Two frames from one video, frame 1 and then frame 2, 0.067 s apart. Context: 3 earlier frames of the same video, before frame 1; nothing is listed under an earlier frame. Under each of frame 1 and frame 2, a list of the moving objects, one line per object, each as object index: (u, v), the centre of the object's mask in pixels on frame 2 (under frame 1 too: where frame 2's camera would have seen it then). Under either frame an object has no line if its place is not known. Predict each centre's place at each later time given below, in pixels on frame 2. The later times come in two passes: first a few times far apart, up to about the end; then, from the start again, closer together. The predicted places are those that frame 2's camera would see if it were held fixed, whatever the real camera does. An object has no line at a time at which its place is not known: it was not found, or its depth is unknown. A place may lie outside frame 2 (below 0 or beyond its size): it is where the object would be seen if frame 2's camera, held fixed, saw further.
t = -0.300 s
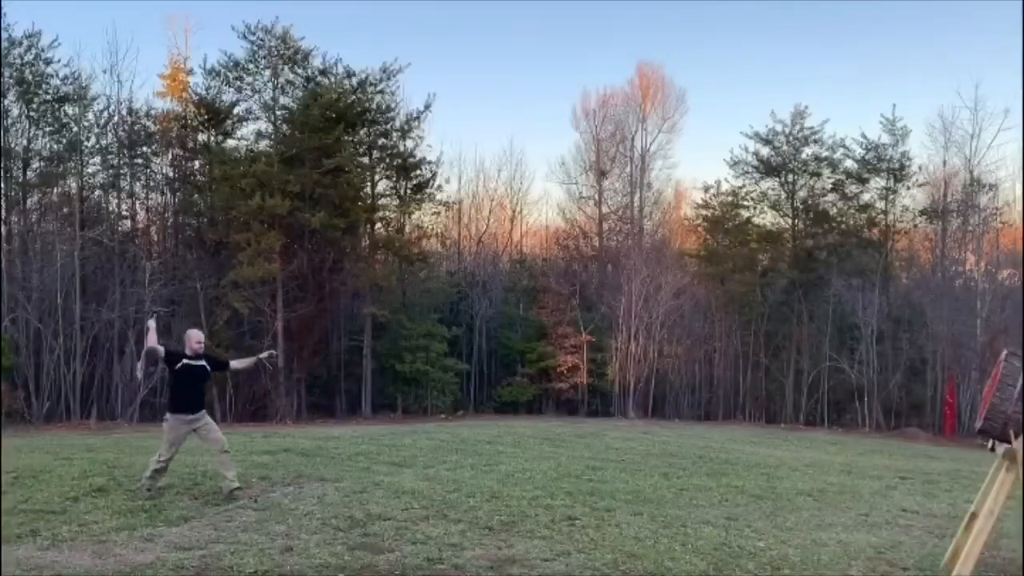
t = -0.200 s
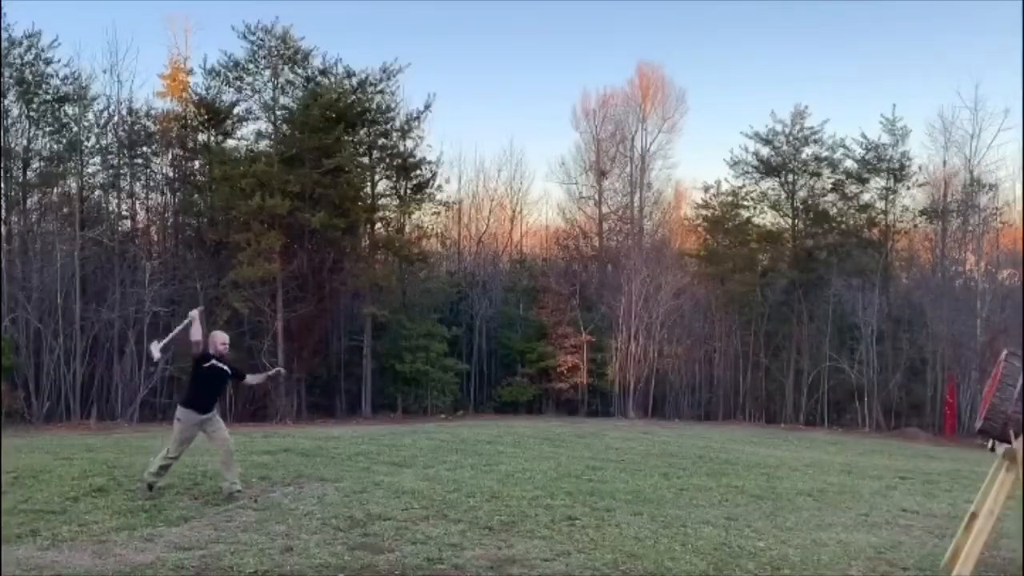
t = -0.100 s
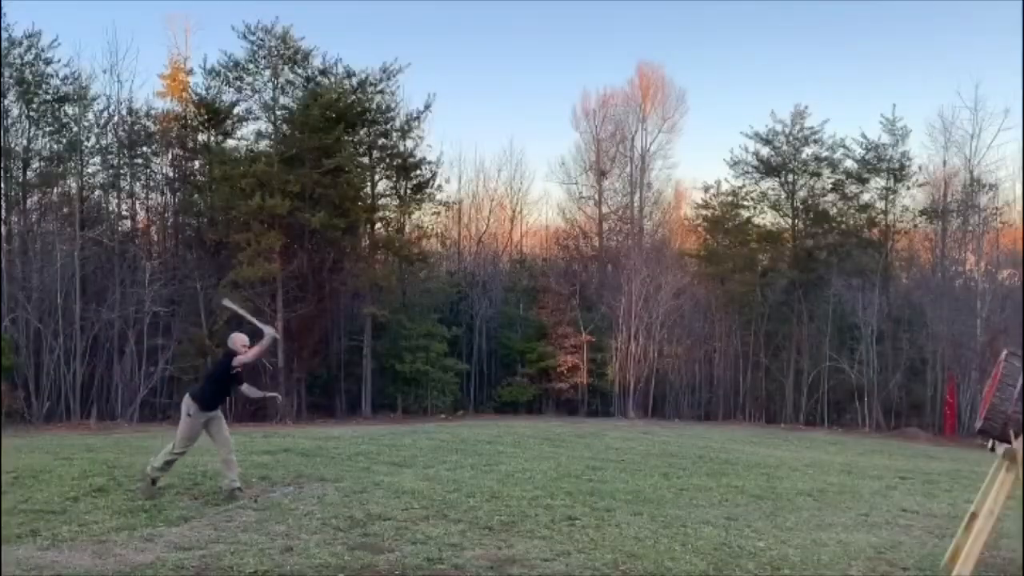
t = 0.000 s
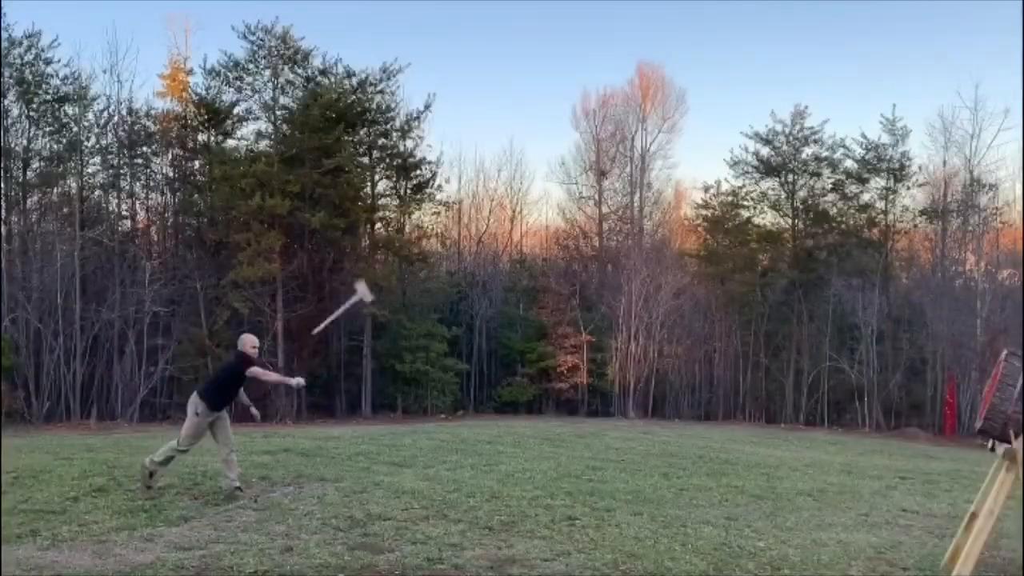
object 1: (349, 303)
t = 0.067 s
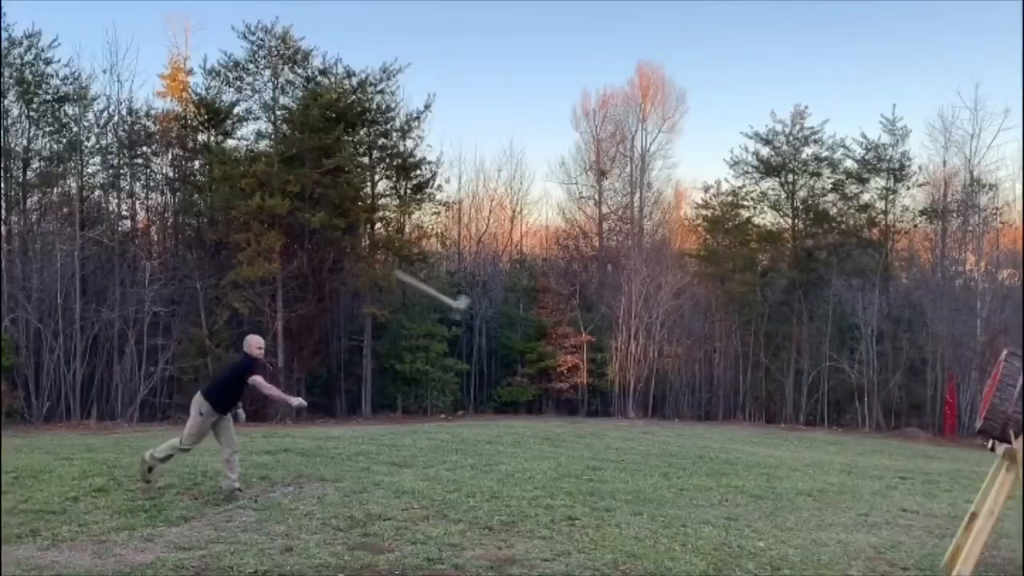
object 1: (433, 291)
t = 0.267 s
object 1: (786, 362)
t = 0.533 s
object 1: (952, 418)
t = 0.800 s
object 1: (952, 418)
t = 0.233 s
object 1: (732, 343)
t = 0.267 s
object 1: (786, 362)
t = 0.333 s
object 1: (895, 396)
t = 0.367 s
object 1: (949, 414)
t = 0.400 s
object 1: (954, 416)
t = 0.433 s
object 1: (953, 417)
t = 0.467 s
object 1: (953, 417)
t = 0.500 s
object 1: (953, 417)
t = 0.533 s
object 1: (952, 418)
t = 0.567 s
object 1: (952, 418)
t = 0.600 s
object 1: (953, 417)
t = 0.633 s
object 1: (952, 418)
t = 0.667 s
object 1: (952, 418)
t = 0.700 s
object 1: (953, 418)
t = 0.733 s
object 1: (952, 418)
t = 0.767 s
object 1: (952, 418)
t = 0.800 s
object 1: (952, 418)
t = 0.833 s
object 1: (952, 418)
